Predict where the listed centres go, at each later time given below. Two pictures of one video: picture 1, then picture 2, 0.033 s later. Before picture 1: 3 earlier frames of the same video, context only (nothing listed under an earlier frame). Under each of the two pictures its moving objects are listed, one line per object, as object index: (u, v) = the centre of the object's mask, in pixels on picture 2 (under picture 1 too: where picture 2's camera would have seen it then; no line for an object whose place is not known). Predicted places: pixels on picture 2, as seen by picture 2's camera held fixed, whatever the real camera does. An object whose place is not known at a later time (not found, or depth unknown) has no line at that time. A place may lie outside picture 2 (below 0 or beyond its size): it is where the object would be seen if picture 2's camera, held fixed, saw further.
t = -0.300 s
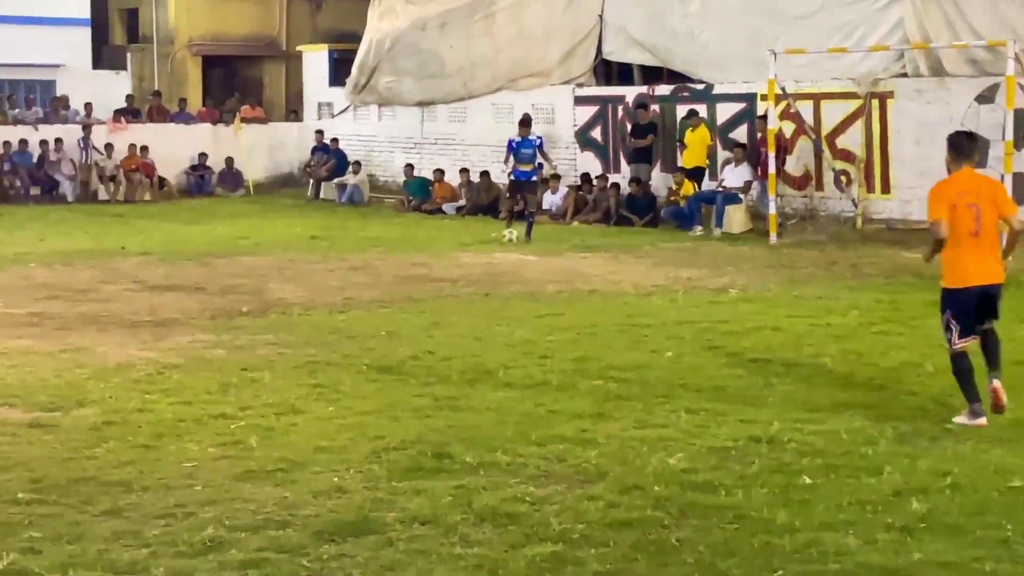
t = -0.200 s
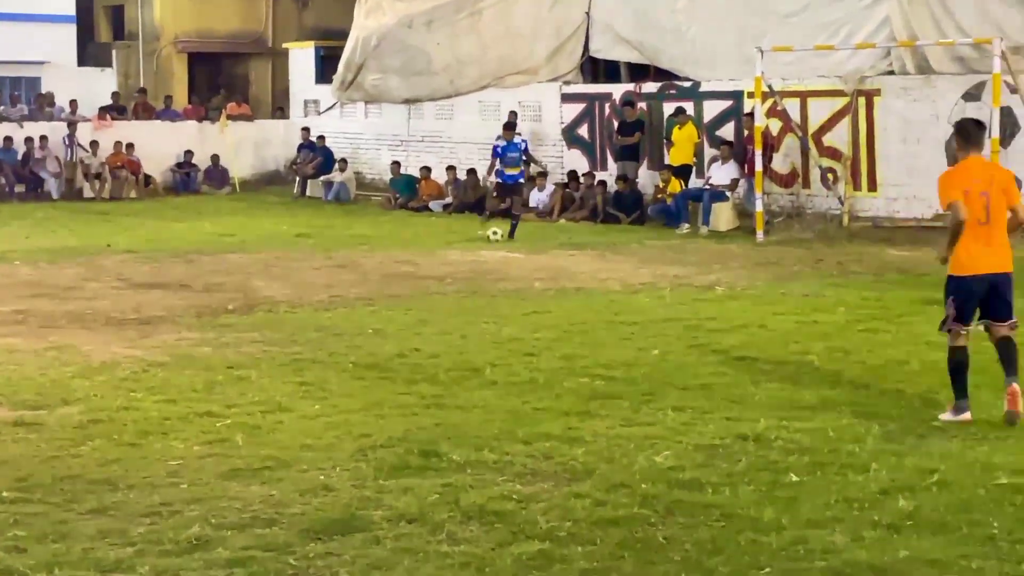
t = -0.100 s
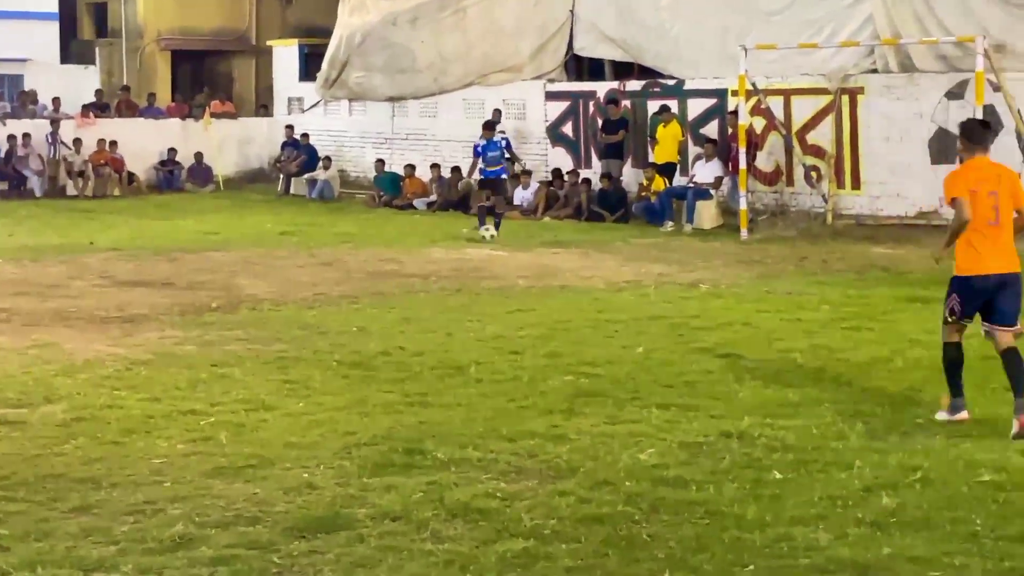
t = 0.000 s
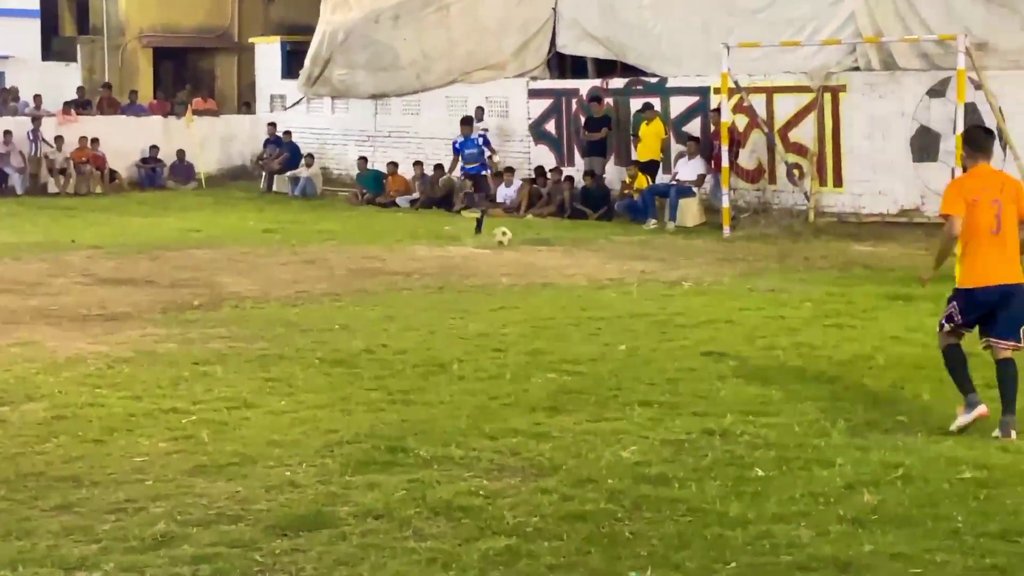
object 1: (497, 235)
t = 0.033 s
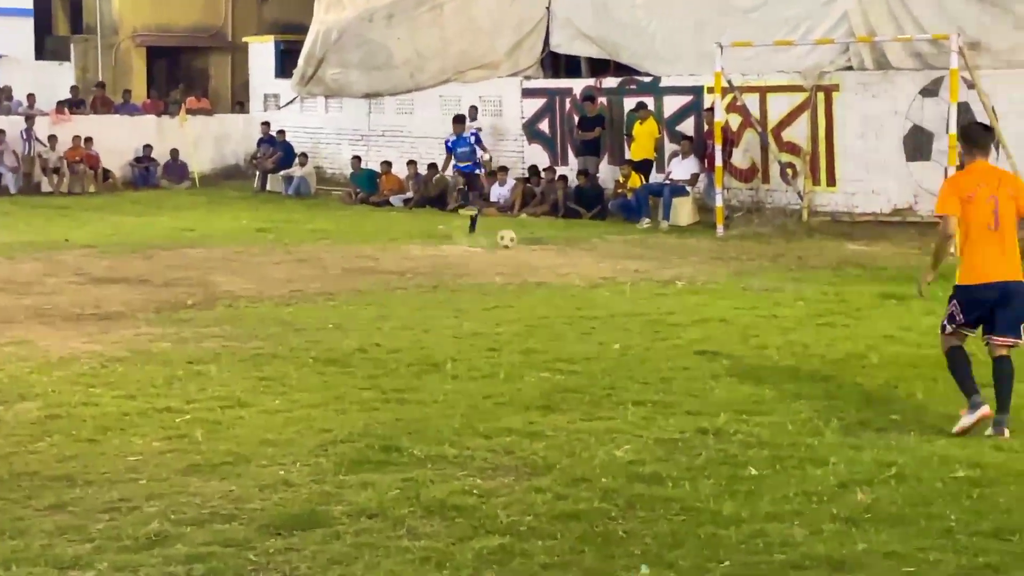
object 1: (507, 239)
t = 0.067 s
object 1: (518, 243)
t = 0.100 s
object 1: (527, 249)
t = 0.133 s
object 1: (540, 258)
